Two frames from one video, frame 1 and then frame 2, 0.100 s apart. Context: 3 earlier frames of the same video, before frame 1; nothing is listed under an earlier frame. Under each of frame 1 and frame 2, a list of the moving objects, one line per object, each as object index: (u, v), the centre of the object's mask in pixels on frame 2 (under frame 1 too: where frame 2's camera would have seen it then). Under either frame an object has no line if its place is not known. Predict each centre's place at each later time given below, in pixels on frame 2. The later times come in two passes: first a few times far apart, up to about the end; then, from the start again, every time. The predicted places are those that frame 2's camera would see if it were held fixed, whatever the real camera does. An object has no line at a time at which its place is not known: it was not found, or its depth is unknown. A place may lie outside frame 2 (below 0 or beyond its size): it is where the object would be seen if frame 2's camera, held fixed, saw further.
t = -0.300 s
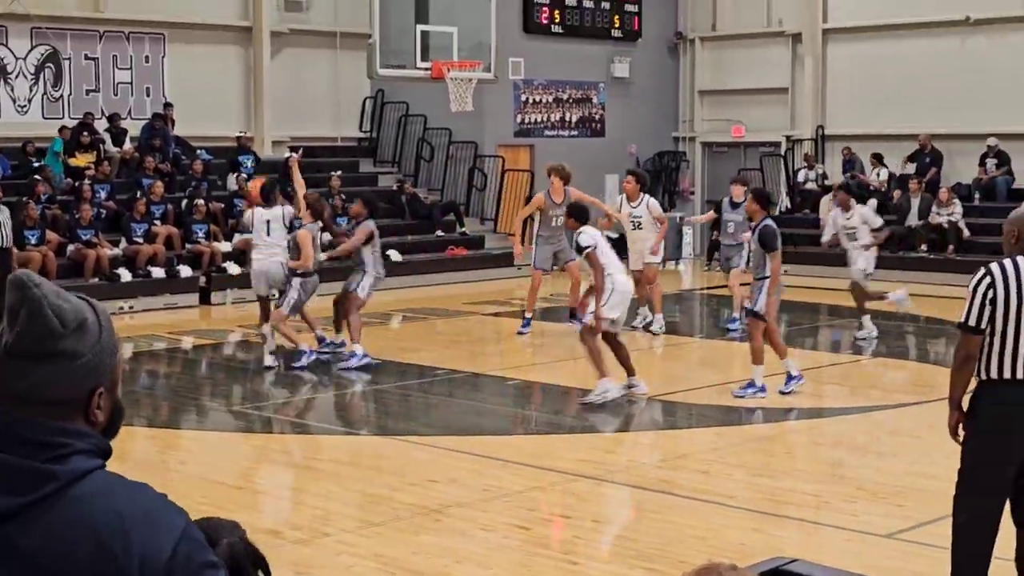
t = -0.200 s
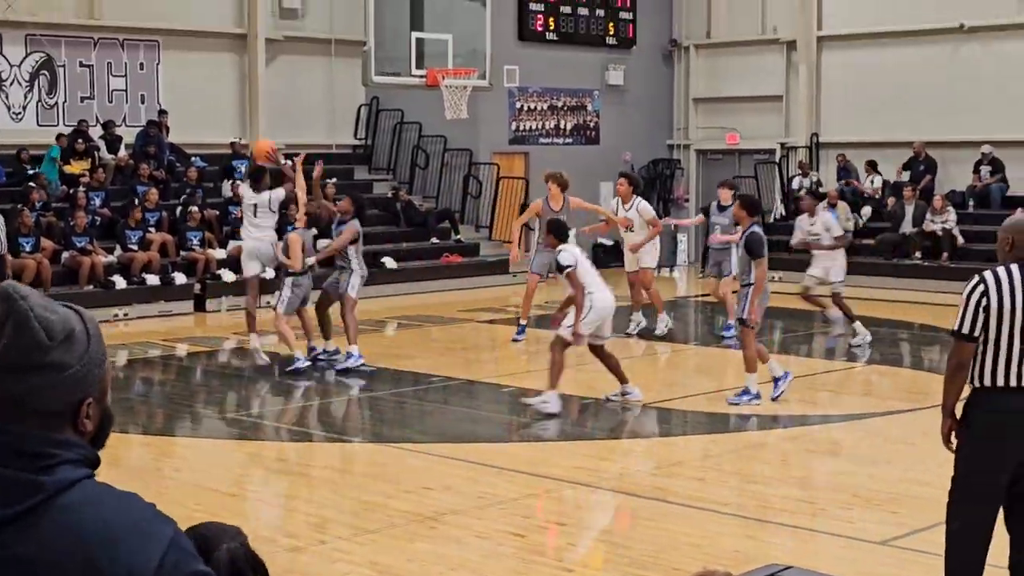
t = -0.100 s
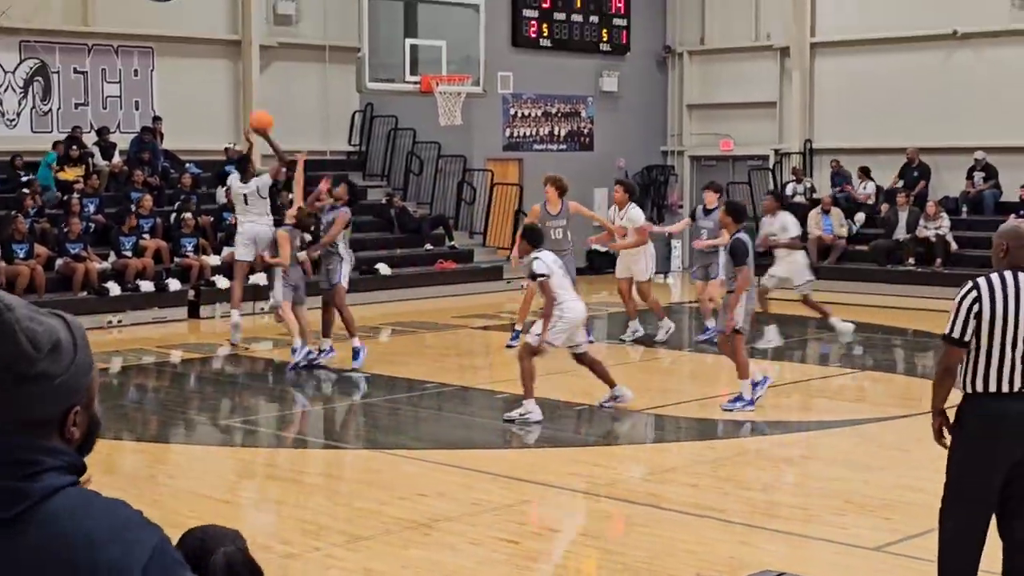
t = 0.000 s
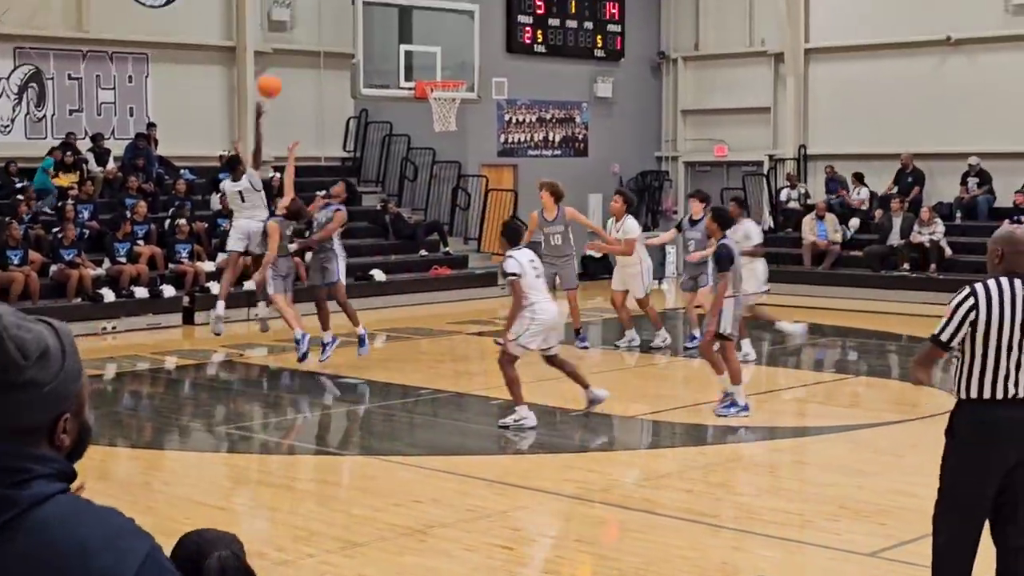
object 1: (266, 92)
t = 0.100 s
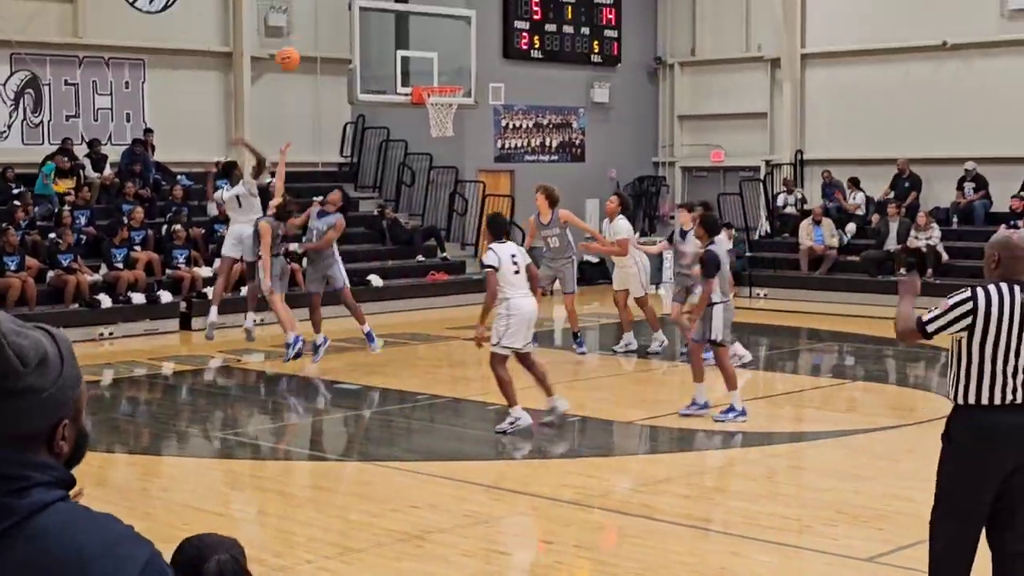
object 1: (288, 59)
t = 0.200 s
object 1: (308, 36)
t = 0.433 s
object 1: (355, 23)
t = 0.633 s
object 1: (392, 50)
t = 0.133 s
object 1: (294, 50)
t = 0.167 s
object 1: (301, 43)
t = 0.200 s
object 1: (308, 36)
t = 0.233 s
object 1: (315, 31)
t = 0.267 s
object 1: (322, 27)
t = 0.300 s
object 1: (328, 24)
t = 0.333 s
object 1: (335, 22)
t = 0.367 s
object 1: (342, 21)
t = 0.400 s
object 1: (348, 21)
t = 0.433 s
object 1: (355, 23)
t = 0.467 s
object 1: (361, 25)
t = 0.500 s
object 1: (368, 28)
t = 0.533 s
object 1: (374, 32)
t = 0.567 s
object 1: (380, 37)
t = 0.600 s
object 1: (386, 43)
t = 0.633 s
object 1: (392, 50)
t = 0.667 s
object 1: (398, 59)
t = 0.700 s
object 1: (405, 68)
